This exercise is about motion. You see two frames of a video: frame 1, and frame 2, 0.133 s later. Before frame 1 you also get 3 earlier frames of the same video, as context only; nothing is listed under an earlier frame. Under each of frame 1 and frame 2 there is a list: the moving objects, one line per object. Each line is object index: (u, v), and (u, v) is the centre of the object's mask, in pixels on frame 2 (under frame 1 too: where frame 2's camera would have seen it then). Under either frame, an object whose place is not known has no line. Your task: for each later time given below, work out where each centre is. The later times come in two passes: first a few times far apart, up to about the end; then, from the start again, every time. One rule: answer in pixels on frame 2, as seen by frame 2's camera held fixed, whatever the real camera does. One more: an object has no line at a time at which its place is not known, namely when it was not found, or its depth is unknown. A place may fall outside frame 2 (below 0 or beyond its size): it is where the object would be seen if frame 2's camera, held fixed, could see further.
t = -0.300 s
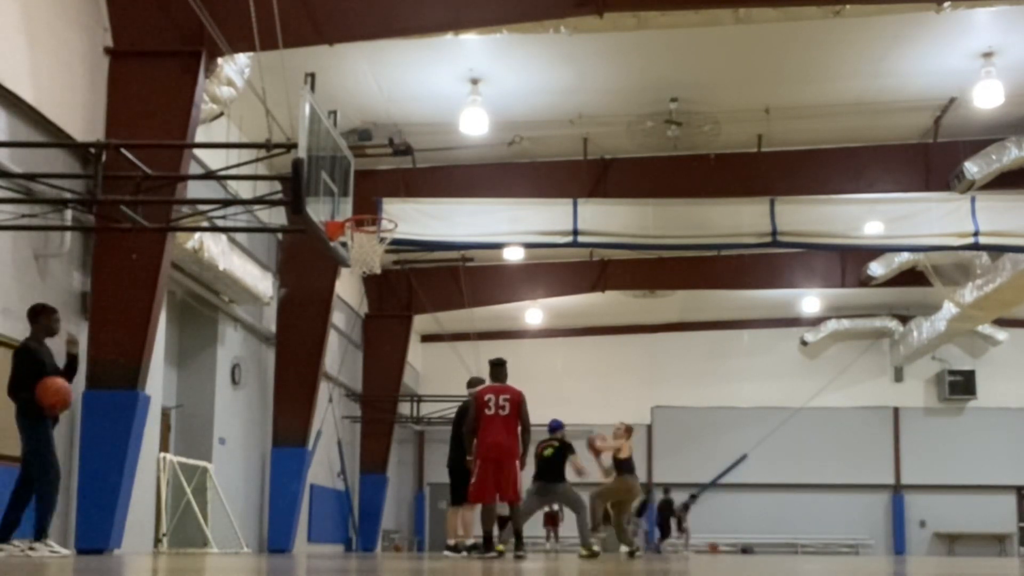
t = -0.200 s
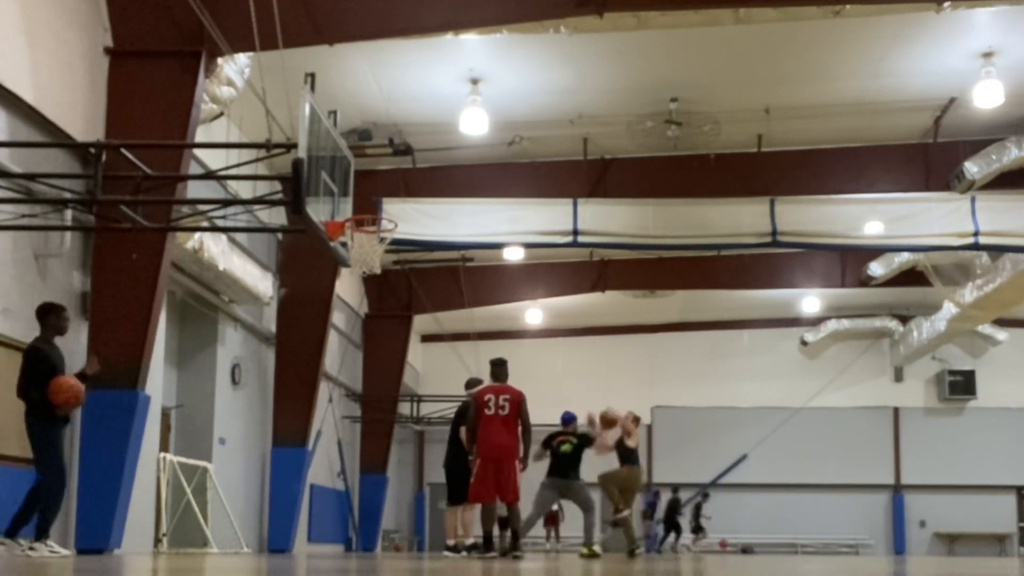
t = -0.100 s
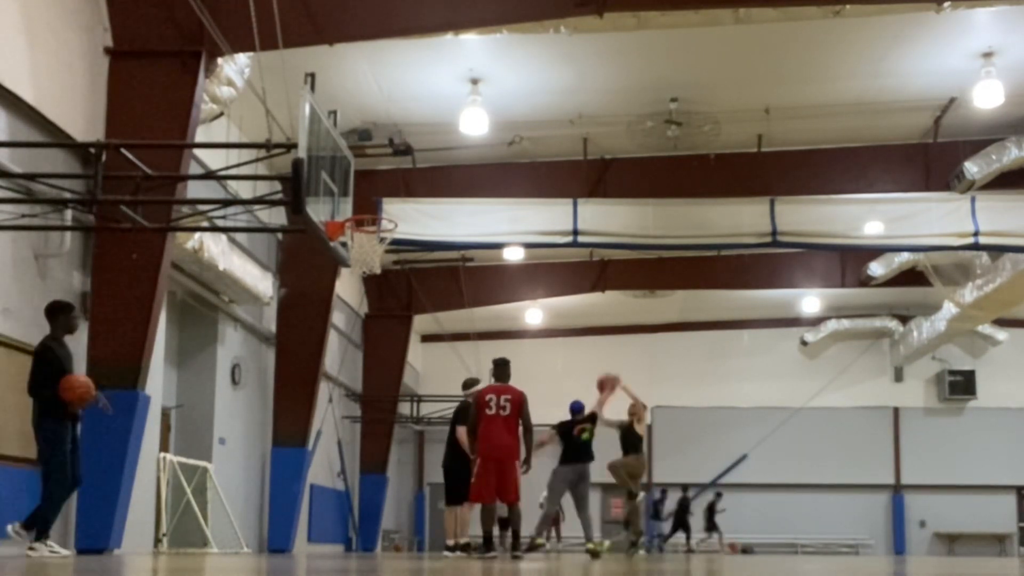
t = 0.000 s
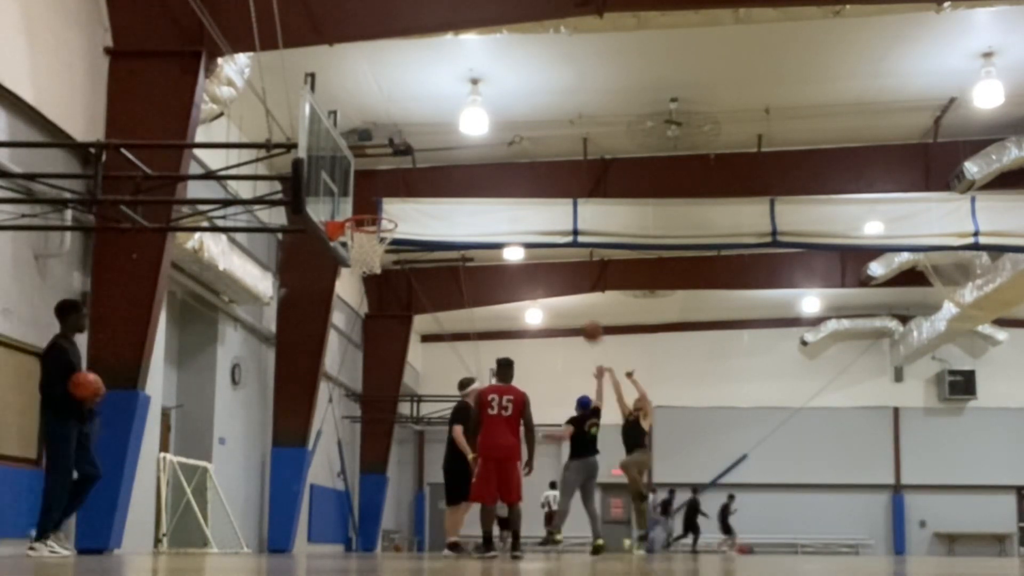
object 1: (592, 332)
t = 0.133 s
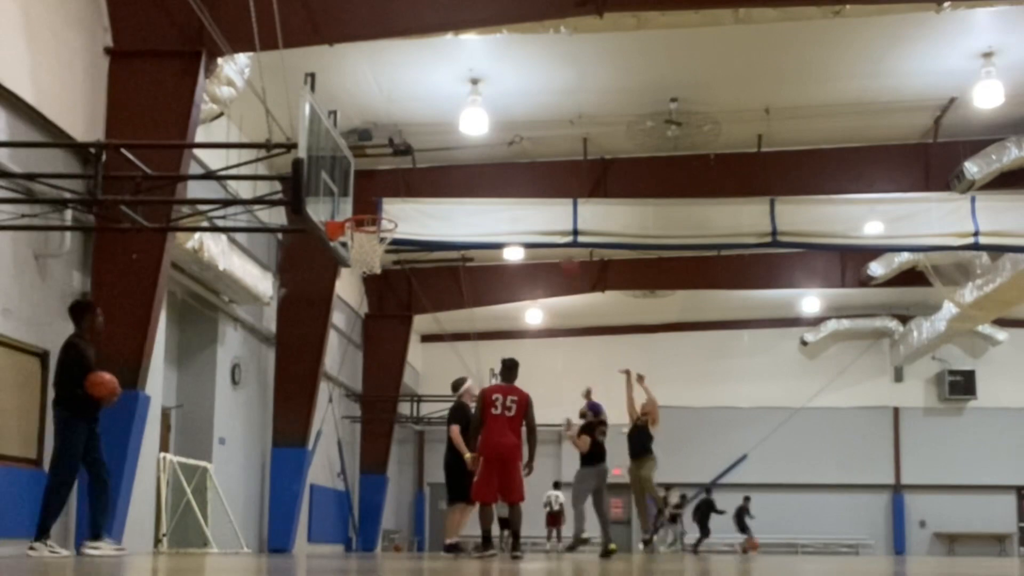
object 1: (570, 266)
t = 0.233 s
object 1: (549, 228)
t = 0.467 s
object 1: (503, 161)
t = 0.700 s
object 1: (449, 144)
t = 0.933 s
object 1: (392, 174)
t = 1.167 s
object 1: (371, 224)
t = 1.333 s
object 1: (375, 228)
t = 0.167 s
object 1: (561, 253)
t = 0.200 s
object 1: (555, 240)
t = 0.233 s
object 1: (549, 228)
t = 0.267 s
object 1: (543, 215)
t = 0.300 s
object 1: (536, 204)
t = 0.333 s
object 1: (529, 194)
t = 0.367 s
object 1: (522, 184)
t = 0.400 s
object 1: (515, 175)
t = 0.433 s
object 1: (509, 169)
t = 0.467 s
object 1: (503, 161)
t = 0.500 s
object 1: (495, 155)
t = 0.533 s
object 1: (487, 152)
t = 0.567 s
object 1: (480, 149)
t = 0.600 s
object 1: (473, 146)
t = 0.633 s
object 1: (465, 145)
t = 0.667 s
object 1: (457, 144)
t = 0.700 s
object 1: (449, 144)
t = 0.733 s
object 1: (442, 146)
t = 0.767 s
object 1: (433, 148)
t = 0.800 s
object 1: (424, 151)
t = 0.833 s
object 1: (417, 155)
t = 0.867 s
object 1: (407, 159)
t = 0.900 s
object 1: (401, 165)
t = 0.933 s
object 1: (392, 174)
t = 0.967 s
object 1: (382, 184)
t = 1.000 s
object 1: (373, 193)
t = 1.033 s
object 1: (364, 205)
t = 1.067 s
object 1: (358, 214)
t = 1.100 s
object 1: (373, 220)
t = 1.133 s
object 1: (384, 225)
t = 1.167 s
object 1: (371, 224)
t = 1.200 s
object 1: (362, 224)
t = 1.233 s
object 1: (365, 223)
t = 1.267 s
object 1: (371, 222)
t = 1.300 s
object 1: (376, 223)
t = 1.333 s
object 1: (375, 228)
